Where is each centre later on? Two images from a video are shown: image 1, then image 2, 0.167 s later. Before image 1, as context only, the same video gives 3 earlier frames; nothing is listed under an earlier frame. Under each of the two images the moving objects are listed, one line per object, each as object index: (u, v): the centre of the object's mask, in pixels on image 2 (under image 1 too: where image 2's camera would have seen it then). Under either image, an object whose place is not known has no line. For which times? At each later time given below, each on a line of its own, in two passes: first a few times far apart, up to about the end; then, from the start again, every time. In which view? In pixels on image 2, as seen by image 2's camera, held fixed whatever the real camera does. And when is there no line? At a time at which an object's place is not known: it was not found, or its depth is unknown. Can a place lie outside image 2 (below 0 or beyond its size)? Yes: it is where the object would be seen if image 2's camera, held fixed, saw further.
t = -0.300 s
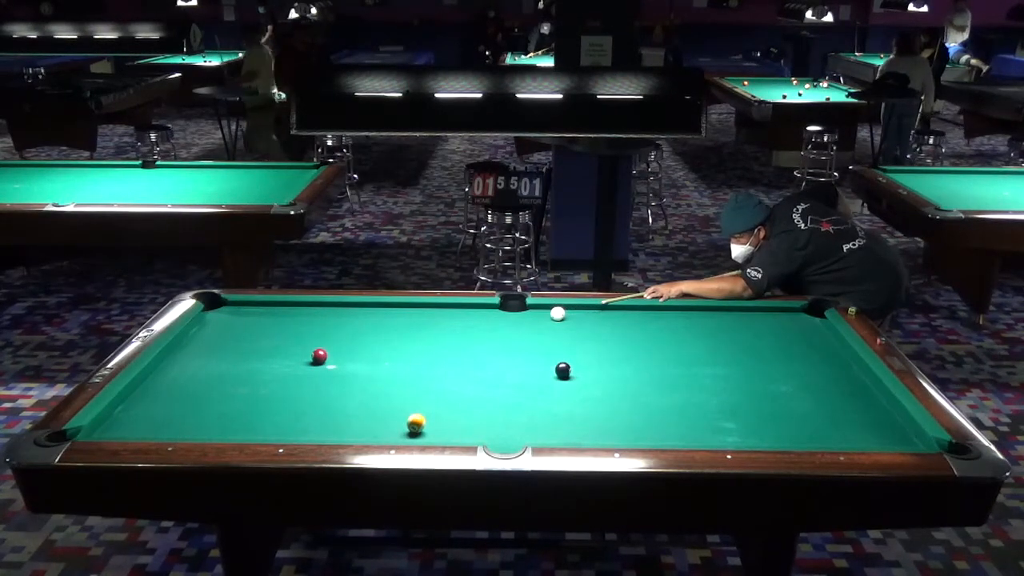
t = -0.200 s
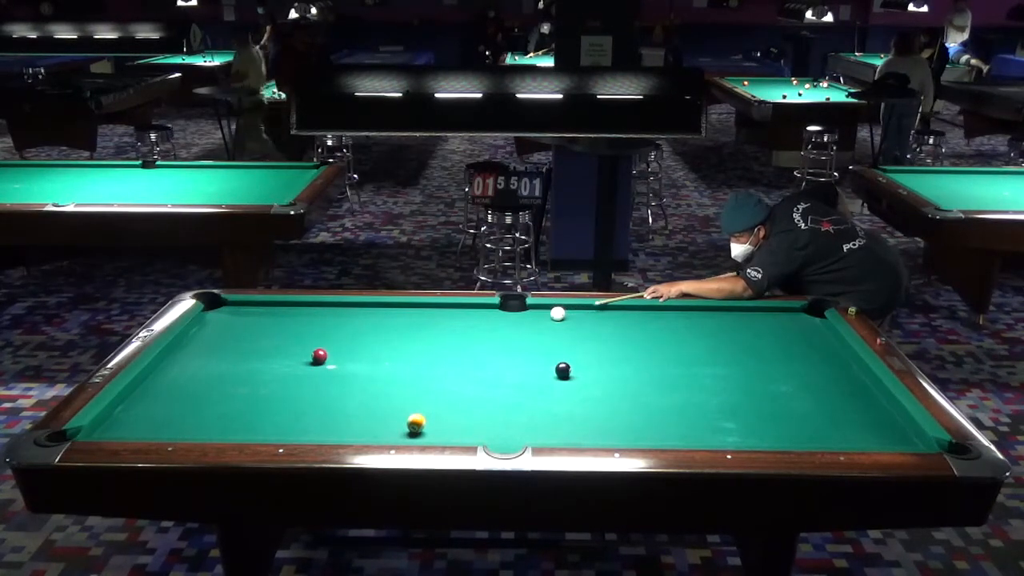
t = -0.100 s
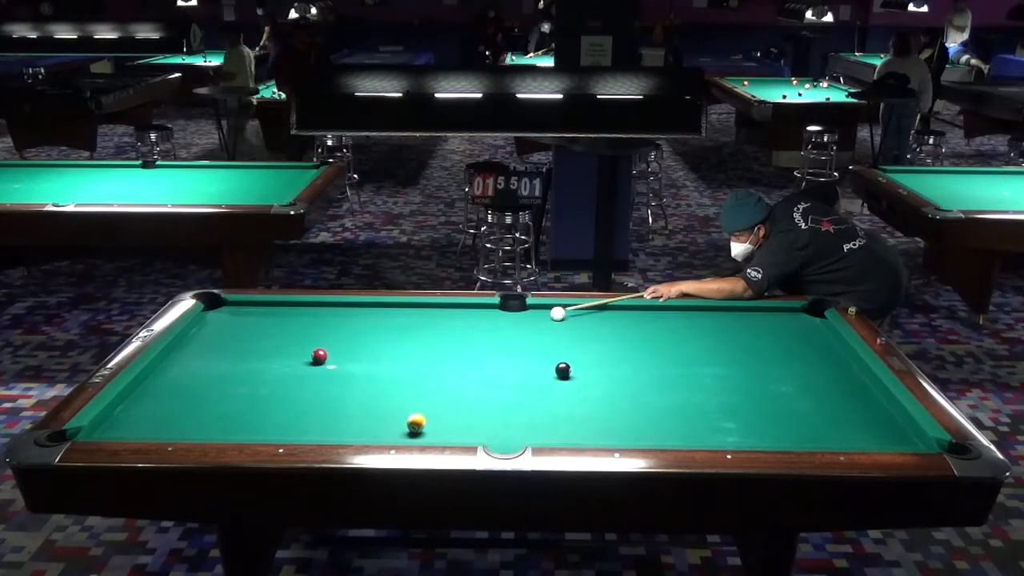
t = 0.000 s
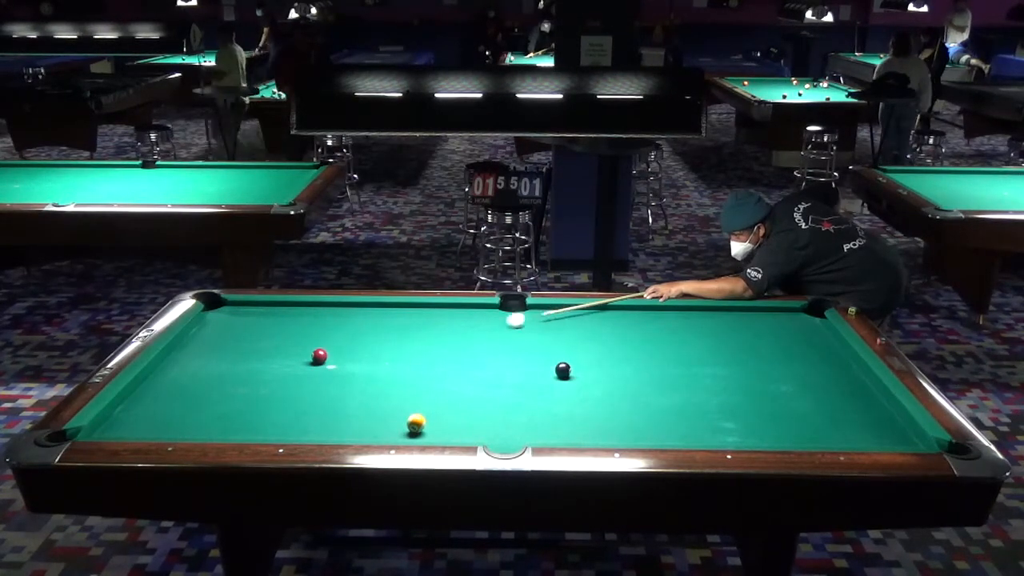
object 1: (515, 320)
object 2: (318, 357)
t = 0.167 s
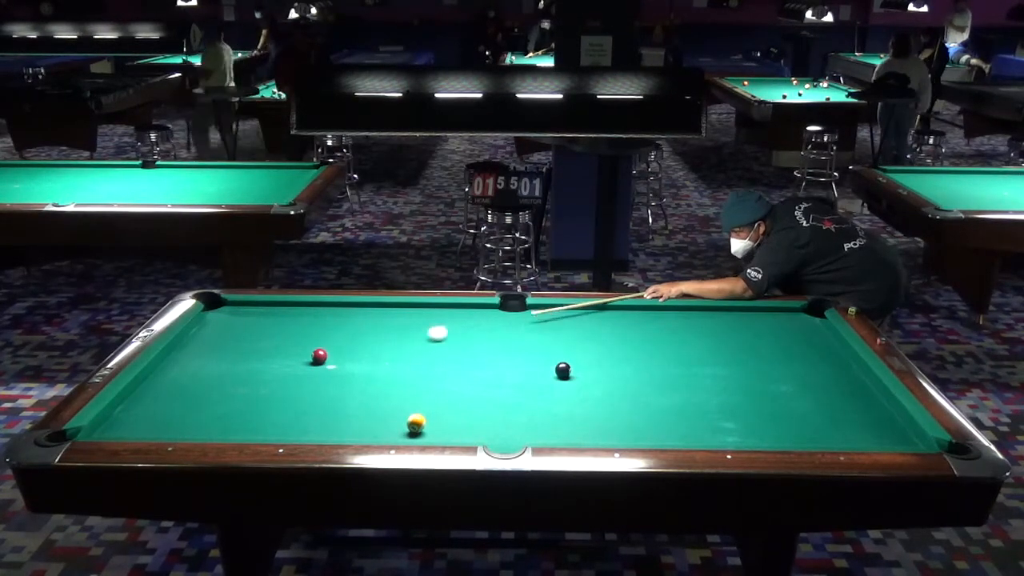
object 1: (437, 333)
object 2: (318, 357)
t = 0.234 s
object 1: (404, 339)
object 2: (318, 357)
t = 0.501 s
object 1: (309, 347)
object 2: (273, 373)
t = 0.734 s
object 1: (255, 343)
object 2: (205, 399)
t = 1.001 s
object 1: (195, 339)
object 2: (119, 427)
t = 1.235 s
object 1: (203, 337)
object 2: (102, 428)
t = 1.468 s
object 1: (234, 336)
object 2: (130, 429)
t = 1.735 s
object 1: (266, 334)
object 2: (159, 431)
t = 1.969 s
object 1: (293, 333)
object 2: (184, 430)
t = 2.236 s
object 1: (322, 331)
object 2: (210, 430)
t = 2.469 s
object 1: (346, 330)
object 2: (231, 430)
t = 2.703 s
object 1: (368, 329)
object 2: (250, 429)
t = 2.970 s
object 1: (393, 328)
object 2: (270, 428)
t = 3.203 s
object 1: (412, 328)
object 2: (285, 428)
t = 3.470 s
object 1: (433, 327)
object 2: (302, 428)
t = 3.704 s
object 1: (450, 326)
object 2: (314, 428)
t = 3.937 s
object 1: (465, 325)
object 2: (325, 427)
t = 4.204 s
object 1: (481, 325)
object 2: (335, 427)
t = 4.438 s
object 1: (494, 324)
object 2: (343, 427)
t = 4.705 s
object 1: (507, 324)
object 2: (350, 427)
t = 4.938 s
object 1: (518, 323)
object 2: (354, 427)
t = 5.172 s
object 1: (527, 323)
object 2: (355, 427)
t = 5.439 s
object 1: (536, 323)
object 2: (355, 427)
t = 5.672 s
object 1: (543, 322)
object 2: (354, 427)
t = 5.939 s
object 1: (549, 322)
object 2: (354, 427)
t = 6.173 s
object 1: (553, 322)
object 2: (354, 427)
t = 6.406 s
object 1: (556, 322)
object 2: (354, 427)
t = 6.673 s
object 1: (558, 322)
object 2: (354, 427)
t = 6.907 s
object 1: (558, 322)
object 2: (354, 427)
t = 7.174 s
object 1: (558, 322)
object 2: (354, 427)
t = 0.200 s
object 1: (421, 336)
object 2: (318, 357)
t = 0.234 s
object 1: (404, 339)
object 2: (318, 357)
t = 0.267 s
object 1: (387, 342)
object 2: (318, 357)
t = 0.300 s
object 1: (370, 345)
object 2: (318, 357)
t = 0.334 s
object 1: (353, 348)
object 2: (318, 357)
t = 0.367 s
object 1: (336, 350)
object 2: (318, 357)
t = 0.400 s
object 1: (327, 350)
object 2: (309, 361)
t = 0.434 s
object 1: (321, 349)
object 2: (297, 365)
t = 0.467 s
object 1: (315, 348)
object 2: (285, 369)
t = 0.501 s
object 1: (309, 347)
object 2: (273, 373)
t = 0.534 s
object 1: (301, 346)
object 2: (263, 377)
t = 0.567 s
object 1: (293, 345)
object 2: (253, 381)
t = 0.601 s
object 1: (286, 345)
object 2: (243, 384)
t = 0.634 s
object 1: (278, 344)
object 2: (233, 388)
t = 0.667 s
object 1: (270, 344)
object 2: (225, 391)
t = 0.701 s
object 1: (262, 343)
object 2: (215, 394)
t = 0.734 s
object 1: (255, 343)
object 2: (205, 399)
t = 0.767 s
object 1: (247, 342)
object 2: (195, 401)
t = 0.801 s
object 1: (240, 342)
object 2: (185, 405)
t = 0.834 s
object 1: (232, 341)
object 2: (175, 408)
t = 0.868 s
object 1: (225, 341)
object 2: (164, 412)
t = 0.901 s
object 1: (217, 340)
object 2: (153, 417)
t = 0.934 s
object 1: (210, 340)
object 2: (142, 420)
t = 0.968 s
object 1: (203, 339)
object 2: (131, 424)
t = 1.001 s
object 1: (195, 339)
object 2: (119, 427)
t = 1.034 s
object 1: (188, 339)
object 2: (109, 429)
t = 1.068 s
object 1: (181, 338)
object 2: (101, 429)
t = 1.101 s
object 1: (185, 338)
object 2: (97, 428)
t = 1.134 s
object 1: (190, 337)
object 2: (92, 428)
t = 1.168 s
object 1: (195, 337)
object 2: (93, 428)
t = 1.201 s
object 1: (199, 337)
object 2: (98, 428)
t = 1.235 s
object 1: (203, 337)
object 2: (102, 428)
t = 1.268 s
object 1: (208, 337)
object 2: (107, 428)
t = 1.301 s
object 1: (213, 336)
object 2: (110, 428)
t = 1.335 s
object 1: (217, 336)
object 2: (115, 429)
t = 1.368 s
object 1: (221, 336)
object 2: (118, 429)
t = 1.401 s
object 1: (225, 336)
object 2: (122, 429)
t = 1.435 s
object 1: (229, 336)
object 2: (126, 429)
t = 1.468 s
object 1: (234, 336)
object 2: (130, 429)
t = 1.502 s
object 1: (238, 335)
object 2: (133, 430)
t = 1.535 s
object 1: (242, 335)
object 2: (137, 430)
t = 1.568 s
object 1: (246, 335)
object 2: (141, 430)
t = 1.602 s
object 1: (250, 335)
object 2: (144, 430)
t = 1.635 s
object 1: (254, 335)
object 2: (149, 430)
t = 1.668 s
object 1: (258, 334)
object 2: (153, 430)
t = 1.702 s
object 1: (262, 334)
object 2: (156, 431)
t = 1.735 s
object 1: (266, 334)
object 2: (159, 431)
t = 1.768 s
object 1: (270, 334)
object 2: (163, 431)
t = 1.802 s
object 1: (274, 334)
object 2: (166, 431)
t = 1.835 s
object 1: (278, 333)
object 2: (170, 430)
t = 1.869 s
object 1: (282, 333)
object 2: (174, 430)
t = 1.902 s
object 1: (285, 333)
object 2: (177, 430)
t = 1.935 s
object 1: (289, 333)
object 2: (181, 430)
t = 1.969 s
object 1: (293, 333)
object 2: (184, 430)
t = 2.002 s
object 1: (297, 333)
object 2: (187, 431)
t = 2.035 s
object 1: (300, 332)
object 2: (190, 430)
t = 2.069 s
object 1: (304, 332)
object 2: (194, 430)
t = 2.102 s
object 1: (308, 332)
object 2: (197, 430)
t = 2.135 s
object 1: (311, 332)
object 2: (200, 430)
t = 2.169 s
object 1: (315, 332)
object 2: (203, 430)
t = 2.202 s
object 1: (318, 332)
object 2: (206, 430)
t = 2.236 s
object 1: (322, 331)
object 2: (210, 430)
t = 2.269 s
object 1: (325, 331)
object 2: (213, 430)
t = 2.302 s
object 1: (329, 331)
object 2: (216, 430)
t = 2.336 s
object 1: (332, 331)
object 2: (219, 430)
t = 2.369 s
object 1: (336, 331)
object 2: (221, 430)
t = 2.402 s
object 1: (339, 331)
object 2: (224, 430)
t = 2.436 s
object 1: (343, 330)
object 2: (228, 429)
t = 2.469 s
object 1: (346, 330)
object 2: (231, 430)
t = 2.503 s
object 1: (349, 330)
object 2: (233, 430)
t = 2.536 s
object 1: (352, 330)
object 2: (236, 429)
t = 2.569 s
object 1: (356, 330)
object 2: (239, 429)
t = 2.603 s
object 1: (359, 330)
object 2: (242, 429)
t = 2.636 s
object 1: (362, 330)
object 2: (245, 429)
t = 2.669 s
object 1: (365, 329)
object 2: (247, 429)
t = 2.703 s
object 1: (368, 329)
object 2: (250, 429)
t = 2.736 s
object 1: (371, 329)
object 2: (252, 429)
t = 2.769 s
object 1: (375, 329)
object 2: (255, 429)
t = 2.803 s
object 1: (377, 329)
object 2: (258, 429)
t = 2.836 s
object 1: (381, 329)
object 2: (260, 429)
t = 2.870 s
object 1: (384, 329)
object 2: (262, 429)
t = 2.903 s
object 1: (387, 329)
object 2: (265, 429)
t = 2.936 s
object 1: (390, 329)
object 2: (267, 428)
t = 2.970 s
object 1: (393, 328)
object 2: (270, 428)
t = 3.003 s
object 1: (395, 328)
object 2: (272, 428)
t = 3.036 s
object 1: (398, 328)
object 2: (275, 428)
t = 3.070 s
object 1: (401, 328)
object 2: (277, 428)
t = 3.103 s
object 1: (404, 328)
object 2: (279, 428)
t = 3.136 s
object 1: (406, 328)
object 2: (281, 428)
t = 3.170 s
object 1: (409, 328)
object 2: (283, 428)
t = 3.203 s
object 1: (412, 328)
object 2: (285, 428)
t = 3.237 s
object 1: (415, 328)
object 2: (288, 428)
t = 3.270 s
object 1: (417, 327)
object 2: (290, 428)
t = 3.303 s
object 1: (420, 327)
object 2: (292, 428)
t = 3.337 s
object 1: (423, 327)
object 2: (294, 428)
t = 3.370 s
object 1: (425, 327)
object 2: (296, 428)
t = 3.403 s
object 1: (428, 327)
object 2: (298, 428)
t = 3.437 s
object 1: (430, 327)
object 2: (300, 428)
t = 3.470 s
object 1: (433, 327)
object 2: (302, 428)
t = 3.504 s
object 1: (435, 327)
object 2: (304, 428)
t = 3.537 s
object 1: (438, 327)
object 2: (305, 428)
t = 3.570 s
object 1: (440, 326)
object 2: (307, 428)
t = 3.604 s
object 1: (443, 326)
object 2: (309, 428)
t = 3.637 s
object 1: (445, 326)
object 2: (310, 428)
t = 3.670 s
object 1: (447, 326)
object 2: (312, 428)
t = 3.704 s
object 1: (450, 326)
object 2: (314, 428)
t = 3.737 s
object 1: (452, 326)
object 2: (316, 428)
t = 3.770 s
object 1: (454, 326)
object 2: (317, 428)
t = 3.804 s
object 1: (456, 326)
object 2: (319, 428)
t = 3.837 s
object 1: (459, 326)
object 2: (320, 427)
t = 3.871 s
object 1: (461, 326)
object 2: (322, 427)
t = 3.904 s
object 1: (463, 325)
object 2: (323, 427)
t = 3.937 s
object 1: (465, 325)
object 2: (325, 427)
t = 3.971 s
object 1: (467, 325)
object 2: (326, 427)
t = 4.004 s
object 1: (469, 325)
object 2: (328, 427)
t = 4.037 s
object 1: (471, 325)
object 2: (329, 427)
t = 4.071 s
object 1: (473, 325)
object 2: (330, 427)
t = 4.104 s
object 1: (476, 325)
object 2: (332, 427)
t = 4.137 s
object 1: (477, 325)
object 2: (333, 427)
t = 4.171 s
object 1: (479, 325)
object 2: (334, 427)
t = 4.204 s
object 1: (481, 325)
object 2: (335, 427)
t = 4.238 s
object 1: (483, 325)
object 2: (337, 427)
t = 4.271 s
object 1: (485, 324)
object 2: (338, 427)
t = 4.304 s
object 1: (487, 324)
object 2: (339, 427)
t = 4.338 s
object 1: (489, 324)
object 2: (340, 427)
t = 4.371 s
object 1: (490, 324)
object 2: (341, 427)
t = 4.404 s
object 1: (492, 324)
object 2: (342, 427)
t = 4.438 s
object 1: (494, 324)
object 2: (343, 427)
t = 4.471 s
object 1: (496, 324)
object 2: (344, 427)
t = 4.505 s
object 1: (497, 324)
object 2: (345, 427)
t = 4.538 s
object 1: (499, 324)
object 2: (346, 427)
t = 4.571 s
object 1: (501, 324)
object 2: (347, 427)
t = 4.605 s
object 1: (503, 324)
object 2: (348, 427)
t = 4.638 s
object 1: (504, 324)
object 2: (348, 427)
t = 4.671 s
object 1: (506, 324)
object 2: (349, 427)
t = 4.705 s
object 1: (507, 324)
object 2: (350, 427)
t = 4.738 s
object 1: (509, 323)
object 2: (351, 427)
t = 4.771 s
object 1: (510, 323)
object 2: (351, 427)
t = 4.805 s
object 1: (512, 323)
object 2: (352, 427)
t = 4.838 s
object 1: (513, 323)
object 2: (352, 427)
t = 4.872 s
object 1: (515, 323)
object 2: (353, 427)
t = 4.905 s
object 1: (517, 323)
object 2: (354, 427)
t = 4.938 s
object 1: (518, 323)
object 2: (354, 427)
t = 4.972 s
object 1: (519, 323)
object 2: (355, 427)
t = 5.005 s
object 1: (520, 323)
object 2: (355, 427)
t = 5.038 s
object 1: (522, 323)
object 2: (355, 427)
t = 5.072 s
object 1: (523, 323)
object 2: (355, 427)
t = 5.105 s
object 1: (524, 323)
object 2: (355, 427)
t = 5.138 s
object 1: (526, 323)
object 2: (355, 427)
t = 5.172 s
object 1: (527, 323)
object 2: (355, 427)
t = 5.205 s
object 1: (528, 323)
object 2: (355, 427)
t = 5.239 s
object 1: (529, 323)
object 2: (355, 427)
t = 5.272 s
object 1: (530, 323)
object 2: (355, 427)
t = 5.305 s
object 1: (532, 323)
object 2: (355, 427)
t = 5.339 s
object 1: (533, 323)
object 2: (355, 427)
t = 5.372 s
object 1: (534, 323)
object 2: (355, 427)
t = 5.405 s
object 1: (535, 323)
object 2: (355, 427)
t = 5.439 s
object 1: (536, 323)
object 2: (355, 427)
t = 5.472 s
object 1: (537, 323)
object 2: (354, 427)
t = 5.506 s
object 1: (538, 322)
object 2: (354, 427)
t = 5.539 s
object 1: (539, 323)
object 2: (354, 427)
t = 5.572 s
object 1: (540, 322)
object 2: (354, 427)
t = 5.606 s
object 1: (541, 322)
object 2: (354, 427)
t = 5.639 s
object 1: (542, 322)
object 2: (354, 427)
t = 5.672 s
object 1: (543, 322)
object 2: (354, 427)
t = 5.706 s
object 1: (544, 322)
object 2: (354, 427)
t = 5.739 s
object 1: (545, 322)
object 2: (354, 427)
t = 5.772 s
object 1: (545, 322)
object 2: (354, 427)
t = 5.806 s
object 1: (546, 322)
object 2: (354, 427)
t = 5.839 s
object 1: (547, 322)
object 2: (354, 427)
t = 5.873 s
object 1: (548, 322)
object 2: (354, 427)
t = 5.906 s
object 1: (549, 322)
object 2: (354, 427)
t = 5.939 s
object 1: (549, 322)
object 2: (354, 427)
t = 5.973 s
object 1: (550, 322)
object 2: (354, 427)
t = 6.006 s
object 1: (551, 322)
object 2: (354, 427)
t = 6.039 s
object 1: (551, 322)
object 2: (354, 427)
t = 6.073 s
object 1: (552, 322)
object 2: (354, 427)
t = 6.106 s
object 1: (552, 322)
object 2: (354, 427)
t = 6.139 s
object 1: (553, 322)
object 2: (354, 427)
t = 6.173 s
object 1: (553, 322)
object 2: (354, 427)
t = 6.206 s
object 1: (554, 322)
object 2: (354, 427)
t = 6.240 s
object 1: (554, 322)
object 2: (354, 427)
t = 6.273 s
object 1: (555, 322)
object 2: (354, 427)
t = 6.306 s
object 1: (555, 322)
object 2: (354, 427)
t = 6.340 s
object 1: (556, 322)
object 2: (354, 427)
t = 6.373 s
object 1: (556, 322)
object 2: (354, 427)
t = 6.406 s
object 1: (556, 322)
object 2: (354, 427)
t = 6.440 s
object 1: (556, 322)
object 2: (354, 427)
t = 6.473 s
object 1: (557, 322)
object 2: (354, 427)
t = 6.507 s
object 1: (557, 322)
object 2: (354, 427)
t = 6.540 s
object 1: (557, 322)
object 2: (354, 427)
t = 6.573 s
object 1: (557, 322)
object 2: (354, 427)
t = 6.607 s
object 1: (558, 322)
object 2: (354, 427)
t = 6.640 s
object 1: (558, 322)
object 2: (354, 427)
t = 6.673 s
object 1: (558, 322)
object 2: (354, 427)
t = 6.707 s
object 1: (558, 322)
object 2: (354, 427)
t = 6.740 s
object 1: (558, 322)
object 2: (354, 427)
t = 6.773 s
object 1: (558, 322)
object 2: (354, 427)
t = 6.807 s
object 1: (558, 322)
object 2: (354, 427)
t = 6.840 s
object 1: (558, 322)
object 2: (354, 427)
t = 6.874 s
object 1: (558, 322)
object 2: (354, 427)
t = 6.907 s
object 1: (558, 322)
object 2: (354, 427)
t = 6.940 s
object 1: (558, 322)
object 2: (354, 427)
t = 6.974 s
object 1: (558, 322)
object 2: (354, 427)
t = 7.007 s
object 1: (558, 322)
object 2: (354, 427)
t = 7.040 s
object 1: (558, 322)
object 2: (354, 427)
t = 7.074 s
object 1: (558, 322)
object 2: (354, 427)
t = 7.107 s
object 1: (558, 322)
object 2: (354, 427)
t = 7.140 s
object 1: (558, 322)
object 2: (354, 427)
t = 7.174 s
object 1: (558, 322)
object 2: (354, 427)
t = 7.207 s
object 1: (558, 322)
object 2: (354, 427)
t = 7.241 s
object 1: (558, 322)
